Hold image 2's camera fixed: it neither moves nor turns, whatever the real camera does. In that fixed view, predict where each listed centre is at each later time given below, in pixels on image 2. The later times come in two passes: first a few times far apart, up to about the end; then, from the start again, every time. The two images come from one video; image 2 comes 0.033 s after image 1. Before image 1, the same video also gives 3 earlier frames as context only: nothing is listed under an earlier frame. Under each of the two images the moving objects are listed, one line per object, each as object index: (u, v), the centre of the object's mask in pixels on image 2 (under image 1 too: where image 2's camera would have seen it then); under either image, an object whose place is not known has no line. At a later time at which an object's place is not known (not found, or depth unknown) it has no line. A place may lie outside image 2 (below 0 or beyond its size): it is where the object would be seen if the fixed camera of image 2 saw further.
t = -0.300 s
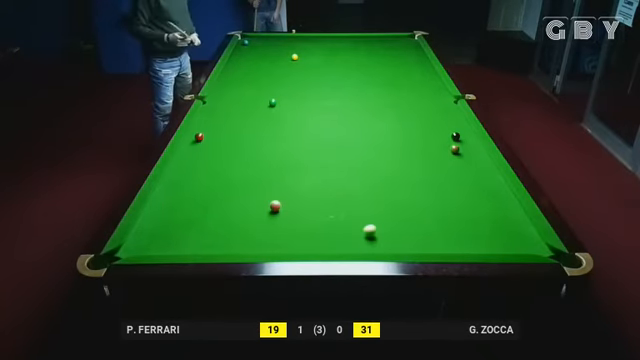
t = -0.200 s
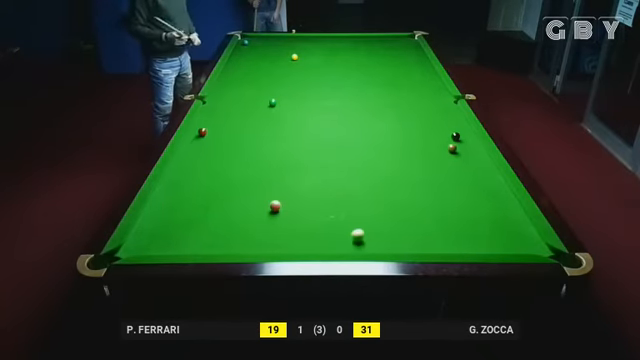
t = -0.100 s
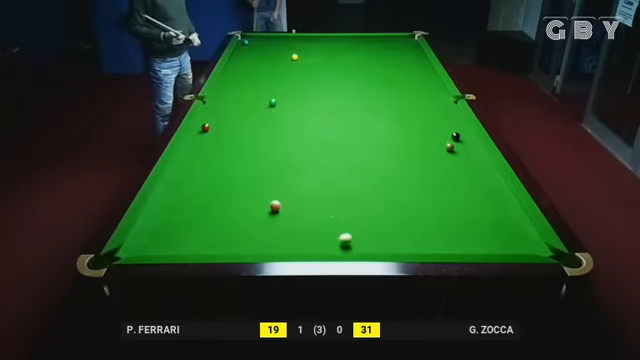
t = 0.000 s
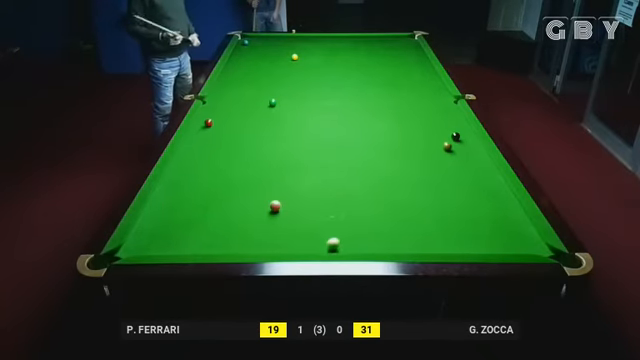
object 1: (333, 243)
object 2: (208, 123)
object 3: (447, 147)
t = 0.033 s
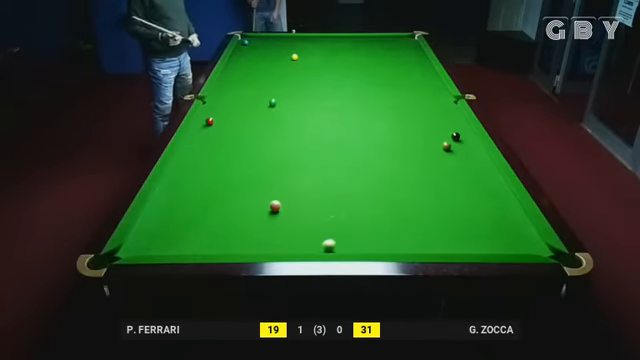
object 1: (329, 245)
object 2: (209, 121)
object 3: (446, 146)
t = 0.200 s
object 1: (309, 247)
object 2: (214, 115)
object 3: (443, 145)
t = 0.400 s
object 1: (291, 244)
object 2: (219, 107)
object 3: (440, 144)
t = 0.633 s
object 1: (271, 239)
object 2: (224, 99)
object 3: (436, 143)
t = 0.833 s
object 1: (256, 234)
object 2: (228, 93)
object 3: (434, 141)
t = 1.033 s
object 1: (241, 231)
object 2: (232, 87)
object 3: (432, 141)
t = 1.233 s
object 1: (227, 228)
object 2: (235, 82)
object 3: (432, 141)
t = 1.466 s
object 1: (213, 225)
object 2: (239, 77)
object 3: (431, 141)
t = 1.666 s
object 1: (201, 222)
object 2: (242, 73)
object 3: (431, 141)
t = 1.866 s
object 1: (190, 220)
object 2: (245, 69)
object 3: (431, 141)
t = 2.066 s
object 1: (180, 218)
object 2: (247, 65)
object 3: (431, 141)
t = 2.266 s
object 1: (172, 217)
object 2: (249, 62)
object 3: (431, 141)
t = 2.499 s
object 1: (163, 215)
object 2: (252, 59)
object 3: (431, 141)
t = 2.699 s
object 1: (156, 214)
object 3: (431, 141)
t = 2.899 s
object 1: (150, 213)
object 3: (431, 141)
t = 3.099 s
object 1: (147, 213)
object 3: (431, 141)
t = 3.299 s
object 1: (150, 212)
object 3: (431, 141)
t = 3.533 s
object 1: (154, 212)
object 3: (431, 141)
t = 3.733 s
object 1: (156, 212)
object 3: (431, 141)
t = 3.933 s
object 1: (156, 212)
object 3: (431, 141)
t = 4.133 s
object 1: (156, 212)
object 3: (431, 141)
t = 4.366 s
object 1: (156, 212)
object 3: (431, 141)
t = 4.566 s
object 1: (156, 212)
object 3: (431, 141)
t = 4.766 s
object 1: (156, 212)
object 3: (431, 141)
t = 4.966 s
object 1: (157, 212)
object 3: (431, 141)
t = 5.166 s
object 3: (431, 141)
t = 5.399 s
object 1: (156, 212)
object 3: (431, 141)
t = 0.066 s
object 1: (325, 245)
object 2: (210, 120)
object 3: (446, 146)
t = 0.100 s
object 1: (320, 246)
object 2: (211, 119)
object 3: (445, 146)
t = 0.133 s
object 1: (316, 248)
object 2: (212, 117)
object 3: (444, 145)
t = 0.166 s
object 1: (312, 248)
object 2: (213, 116)
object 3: (444, 145)
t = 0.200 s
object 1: (309, 247)
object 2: (214, 115)
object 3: (443, 145)
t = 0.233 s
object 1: (306, 246)
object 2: (215, 113)
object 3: (442, 145)
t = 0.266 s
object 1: (303, 246)
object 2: (215, 112)
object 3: (442, 144)
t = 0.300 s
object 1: (300, 245)
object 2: (216, 111)
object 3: (441, 144)
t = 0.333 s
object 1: (297, 245)
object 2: (217, 110)
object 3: (441, 144)
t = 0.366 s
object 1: (294, 244)
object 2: (218, 108)
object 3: (440, 144)
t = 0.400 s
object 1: (291, 244)
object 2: (219, 107)
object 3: (440, 144)
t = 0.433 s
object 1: (288, 243)
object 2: (219, 106)
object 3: (439, 143)
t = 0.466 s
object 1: (285, 243)
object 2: (220, 105)
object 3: (439, 143)
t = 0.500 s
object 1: (282, 242)
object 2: (221, 104)
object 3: (438, 143)
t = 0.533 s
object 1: (280, 241)
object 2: (222, 103)
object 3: (438, 143)
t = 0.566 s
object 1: (277, 240)
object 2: (223, 101)
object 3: (437, 143)
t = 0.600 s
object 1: (274, 239)
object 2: (223, 100)
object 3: (437, 142)
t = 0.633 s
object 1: (271, 239)
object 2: (224, 99)
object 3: (436, 143)
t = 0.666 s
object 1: (268, 238)
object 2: (225, 98)
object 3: (436, 142)
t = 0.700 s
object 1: (266, 237)
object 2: (225, 97)
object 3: (436, 142)
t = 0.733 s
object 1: (263, 236)
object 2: (226, 96)
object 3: (435, 142)
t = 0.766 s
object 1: (261, 236)
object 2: (227, 95)
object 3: (435, 142)
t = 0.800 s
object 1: (258, 235)
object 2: (227, 94)
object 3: (434, 142)
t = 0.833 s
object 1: (256, 234)
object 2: (228, 93)
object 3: (434, 141)
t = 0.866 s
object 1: (253, 234)
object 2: (229, 92)
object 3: (434, 142)
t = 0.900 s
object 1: (251, 233)
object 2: (229, 91)
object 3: (434, 142)
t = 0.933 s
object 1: (248, 233)
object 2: (230, 90)
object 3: (433, 142)
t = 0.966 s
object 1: (246, 232)
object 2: (231, 89)
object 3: (433, 141)
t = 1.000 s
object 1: (243, 232)
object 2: (231, 88)
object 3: (432, 141)
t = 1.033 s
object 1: (241, 231)
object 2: (232, 87)
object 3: (432, 141)
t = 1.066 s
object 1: (239, 231)
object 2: (232, 87)
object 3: (432, 141)
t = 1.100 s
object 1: (236, 230)
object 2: (233, 86)
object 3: (432, 141)
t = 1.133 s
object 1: (234, 230)
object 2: (234, 85)
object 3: (432, 141)
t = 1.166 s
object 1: (232, 229)
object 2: (235, 84)
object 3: (432, 141)
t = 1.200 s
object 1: (229, 229)
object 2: (235, 83)
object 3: (432, 141)
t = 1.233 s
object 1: (227, 228)
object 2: (235, 82)
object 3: (432, 141)
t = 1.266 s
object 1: (225, 227)
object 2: (236, 82)
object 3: (431, 141)
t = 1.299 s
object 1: (223, 227)
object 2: (236, 81)
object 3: (431, 141)
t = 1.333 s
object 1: (221, 226)
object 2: (237, 80)
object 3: (431, 141)
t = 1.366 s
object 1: (219, 226)
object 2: (237, 79)
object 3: (431, 141)
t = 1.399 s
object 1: (217, 226)
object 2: (238, 79)
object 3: (431, 141)
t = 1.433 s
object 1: (215, 225)
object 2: (238, 78)
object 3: (431, 141)
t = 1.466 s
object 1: (213, 225)
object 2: (239, 77)
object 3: (431, 141)
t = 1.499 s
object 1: (210, 224)
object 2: (239, 76)
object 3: (431, 141)
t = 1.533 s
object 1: (209, 224)
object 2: (240, 76)
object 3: (431, 141)
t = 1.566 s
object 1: (207, 223)
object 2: (241, 75)
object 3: (431, 141)
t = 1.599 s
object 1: (205, 223)
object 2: (241, 74)
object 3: (431, 141)
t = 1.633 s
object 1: (203, 222)
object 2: (241, 73)
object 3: (431, 141)
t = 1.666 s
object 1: (201, 222)
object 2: (242, 73)
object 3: (431, 141)
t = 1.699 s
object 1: (199, 222)
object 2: (242, 72)
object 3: (431, 140)
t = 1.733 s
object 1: (197, 222)
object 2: (243, 71)
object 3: (431, 141)
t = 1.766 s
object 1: (195, 221)
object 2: (243, 71)
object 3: (431, 141)
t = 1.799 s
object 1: (193, 221)
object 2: (244, 70)
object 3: (431, 141)
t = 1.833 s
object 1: (192, 220)
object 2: (244, 70)
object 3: (431, 141)
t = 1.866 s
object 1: (190, 220)
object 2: (245, 69)
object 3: (431, 141)
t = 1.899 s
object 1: (188, 220)
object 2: (245, 68)
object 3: (431, 141)
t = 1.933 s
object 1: (187, 219)
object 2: (245, 68)
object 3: (431, 141)
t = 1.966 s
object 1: (185, 219)
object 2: (246, 67)
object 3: (431, 141)
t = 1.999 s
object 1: (184, 219)
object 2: (246, 67)
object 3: (431, 141)
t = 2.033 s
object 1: (182, 218)
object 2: (247, 66)
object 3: (431, 141)
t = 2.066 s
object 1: (180, 218)
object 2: (247, 65)
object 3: (431, 141)
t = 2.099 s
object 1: (179, 218)
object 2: (248, 65)
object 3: (431, 141)
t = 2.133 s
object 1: (177, 218)
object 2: (248, 64)
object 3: (431, 141)
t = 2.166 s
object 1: (176, 217)
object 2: (248, 64)
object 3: (431, 141)
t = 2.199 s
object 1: (175, 217)
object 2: (249, 63)
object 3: (431, 141)
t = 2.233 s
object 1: (173, 217)
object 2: (249, 63)
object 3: (431, 141)
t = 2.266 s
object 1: (172, 217)
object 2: (249, 62)
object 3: (431, 141)
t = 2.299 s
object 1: (170, 216)
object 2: (250, 62)
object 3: (431, 141)
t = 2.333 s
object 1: (169, 216)
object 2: (250, 61)
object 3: (431, 141)
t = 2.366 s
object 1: (168, 216)
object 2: (250, 61)
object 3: (431, 141)
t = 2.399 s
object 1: (167, 216)
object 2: (251, 60)
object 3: (431, 141)
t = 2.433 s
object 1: (165, 215)
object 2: (251, 59)
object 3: (431, 141)
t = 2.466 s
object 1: (164, 215)
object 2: (251, 59)
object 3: (431, 141)
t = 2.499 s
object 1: (163, 215)
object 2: (252, 59)
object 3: (431, 141)
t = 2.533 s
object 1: (162, 215)
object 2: (252, 59)
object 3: (431, 141)
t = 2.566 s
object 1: (161, 215)
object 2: (253, 58)
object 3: (431, 140)
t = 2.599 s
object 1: (159, 215)
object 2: (253, 57)
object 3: (431, 141)
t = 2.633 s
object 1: (158, 214)
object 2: (253, 57)
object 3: (431, 141)
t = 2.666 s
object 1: (157, 214)
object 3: (431, 141)
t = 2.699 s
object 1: (156, 214)
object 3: (431, 141)
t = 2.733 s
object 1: (155, 214)
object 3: (431, 140)
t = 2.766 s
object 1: (154, 214)
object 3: (431, 140)
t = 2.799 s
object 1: (153, 214)
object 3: (431, 141)
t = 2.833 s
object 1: (152, 214)
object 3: (431, 141)
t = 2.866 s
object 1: (151, 214)
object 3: (431, 141)
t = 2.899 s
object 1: (150, 213)
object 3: (431, 141)
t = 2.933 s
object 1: (149, 213)
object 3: (431, 141)
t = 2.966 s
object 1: (148, 213)
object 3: (431, 141)
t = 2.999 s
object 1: (147, 213)
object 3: (431, 141)
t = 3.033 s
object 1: (146, 213)
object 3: (431, 141)
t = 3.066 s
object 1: (146, 213)
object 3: (431, 141)
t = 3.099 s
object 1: (147, 213)
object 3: (431, 141)
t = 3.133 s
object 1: (148, 213)
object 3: (431, 141)
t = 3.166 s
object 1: (148, 213)
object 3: (431, 141)
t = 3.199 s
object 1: (149, 213)
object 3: (431, 141)
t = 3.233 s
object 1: (149, 213)
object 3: (431, 141)
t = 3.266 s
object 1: (150, 213)
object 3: (431, 141)
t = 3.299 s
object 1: (150, 212)
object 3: (431, 141)
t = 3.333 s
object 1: (151, 213)
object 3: (431, 141)
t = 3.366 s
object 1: (151, 213)
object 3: (431, 141)
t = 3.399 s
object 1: (152, 212)
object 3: (431, 141)
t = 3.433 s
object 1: (152, 212)
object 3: (431, 141)
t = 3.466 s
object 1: (153, 212)
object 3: (431, 141)
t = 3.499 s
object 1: (153, 212)
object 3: (431, 141)
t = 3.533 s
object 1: (154, 212)
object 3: (431, 141)
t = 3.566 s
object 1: (154, 212)
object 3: (431, 141)
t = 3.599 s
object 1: (154, 212)
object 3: (431, 141)
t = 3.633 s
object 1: (155, 212)
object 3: (431, 141)
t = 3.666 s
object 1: (155, 212)
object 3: (431, 141)
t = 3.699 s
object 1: (155, 212)
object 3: (431, 141)
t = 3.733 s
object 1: (156, 212)
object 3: (431, 141)
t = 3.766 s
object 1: (156, 212)
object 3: (431, 141)
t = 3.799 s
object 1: (156, 212)
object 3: (431, 141)
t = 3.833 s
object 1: (156, 212)
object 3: (431, 141)
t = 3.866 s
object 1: (156, 212)
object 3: (431, 141)
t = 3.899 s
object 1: (156, 212)
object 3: (431, 141)
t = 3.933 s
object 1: (156, 212)
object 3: (431, 141)
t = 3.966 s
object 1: (156, 212)
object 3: (431, 141)
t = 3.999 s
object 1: (156, 212)
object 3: (431, 141)
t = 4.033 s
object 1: (156, 212)
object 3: (431, 141)
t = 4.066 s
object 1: (156, 212)
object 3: (431, 141)
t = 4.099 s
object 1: (156, 212)
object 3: (431, 141)
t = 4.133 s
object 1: (156, 212)
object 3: (431, 141)
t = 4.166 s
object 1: (156, 212)
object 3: (431, 141)
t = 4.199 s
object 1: (156, 212)
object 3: (431, 141)
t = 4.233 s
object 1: (156, 212)
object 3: (431, 141)
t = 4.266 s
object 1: (156, 212)
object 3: (431, 141)
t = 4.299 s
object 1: (156, 212)
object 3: (431, 141)
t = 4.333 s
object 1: (156, 212)
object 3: (431, 141)
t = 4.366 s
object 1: (156, 212)
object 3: (431, 141)
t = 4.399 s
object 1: (156, 212)
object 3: (431, 141)
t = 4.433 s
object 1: (156, 212)
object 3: (431, 141)
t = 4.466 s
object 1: (156, 212)
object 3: (431, 141)
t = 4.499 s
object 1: (156, 212)
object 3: (431, 141)
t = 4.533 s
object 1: (156, 212)
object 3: (431, 141)
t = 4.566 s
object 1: (156, 212)
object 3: (431, 141)
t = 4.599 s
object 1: (156, 212)
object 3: (431, 141)
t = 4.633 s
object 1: (156, 212)
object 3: (431, 141)
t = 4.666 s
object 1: (156, 212)
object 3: (431, 141)
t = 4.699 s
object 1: (156, 212)
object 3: (431, 141)
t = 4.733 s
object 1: (156, 212)
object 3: (431, 141)
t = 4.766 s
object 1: (156, 212)
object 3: (431, 141)
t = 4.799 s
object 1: (156, 212)
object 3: (431, 141)
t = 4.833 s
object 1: (156, 212)
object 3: (431, 141)
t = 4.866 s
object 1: (156, 212)
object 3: (431, 141)
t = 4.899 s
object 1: (156, 212)
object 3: (431, 141)
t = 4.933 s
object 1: (156, 212)
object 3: (431, 141)
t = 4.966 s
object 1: (157, 212)
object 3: (431, 141)
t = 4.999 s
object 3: (431, 140)
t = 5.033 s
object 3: (431, 140)
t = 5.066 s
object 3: (431, 141)
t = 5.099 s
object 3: (431, 141)
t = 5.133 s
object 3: (431, 141)
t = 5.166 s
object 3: (431, 141)
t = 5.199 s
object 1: (155, 211)
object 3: (431, 141)
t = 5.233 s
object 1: (156, 212)
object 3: (431, 141)
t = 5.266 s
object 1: (156, 212)
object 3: (431, 141)
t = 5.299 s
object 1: (156, 212)
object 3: (431, 141)
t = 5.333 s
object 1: (156, 212)
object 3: (431, 141)
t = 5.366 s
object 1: (156, 212)
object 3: (431, 141)
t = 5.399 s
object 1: (156, 212)
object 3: (431, 141)
